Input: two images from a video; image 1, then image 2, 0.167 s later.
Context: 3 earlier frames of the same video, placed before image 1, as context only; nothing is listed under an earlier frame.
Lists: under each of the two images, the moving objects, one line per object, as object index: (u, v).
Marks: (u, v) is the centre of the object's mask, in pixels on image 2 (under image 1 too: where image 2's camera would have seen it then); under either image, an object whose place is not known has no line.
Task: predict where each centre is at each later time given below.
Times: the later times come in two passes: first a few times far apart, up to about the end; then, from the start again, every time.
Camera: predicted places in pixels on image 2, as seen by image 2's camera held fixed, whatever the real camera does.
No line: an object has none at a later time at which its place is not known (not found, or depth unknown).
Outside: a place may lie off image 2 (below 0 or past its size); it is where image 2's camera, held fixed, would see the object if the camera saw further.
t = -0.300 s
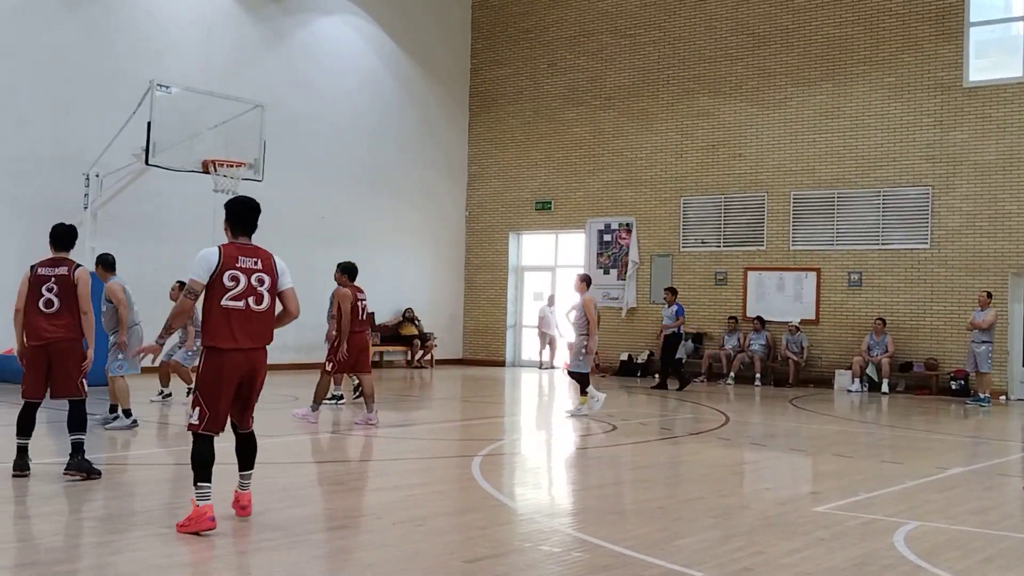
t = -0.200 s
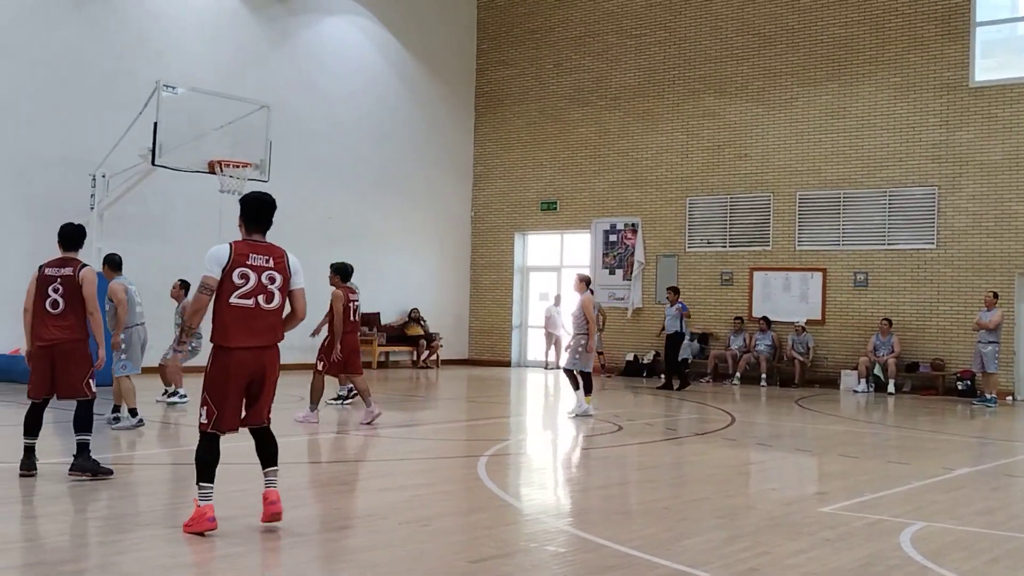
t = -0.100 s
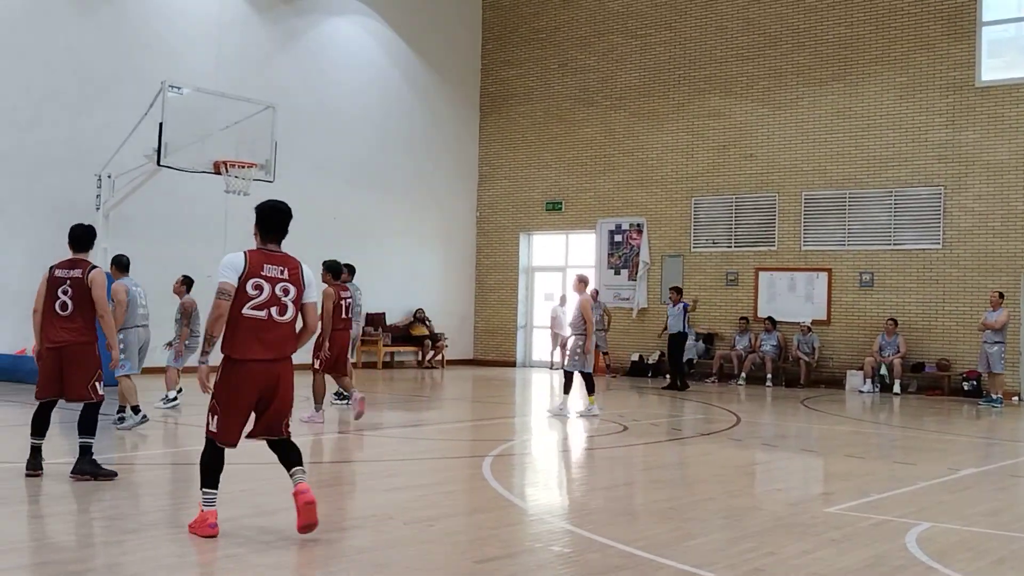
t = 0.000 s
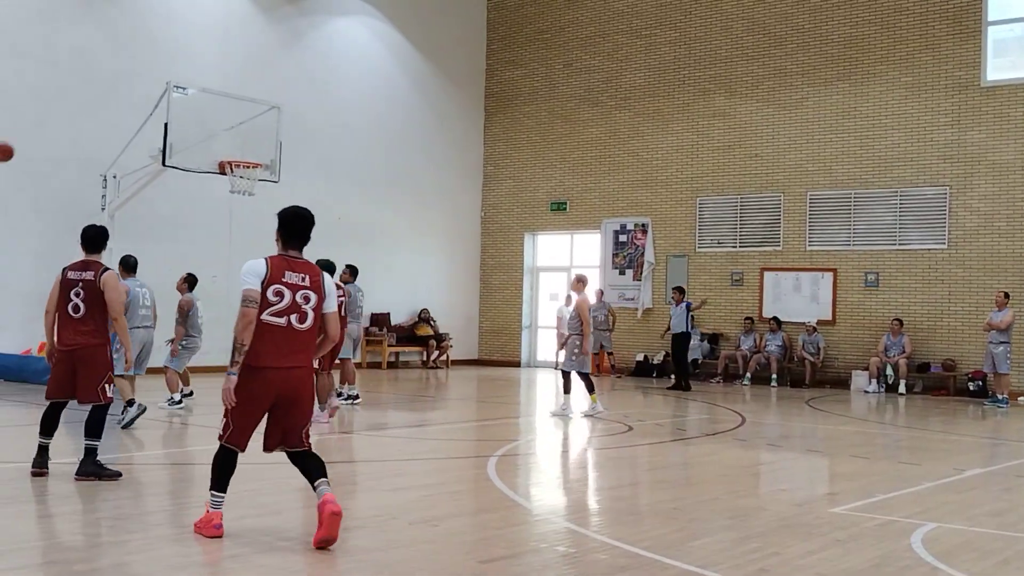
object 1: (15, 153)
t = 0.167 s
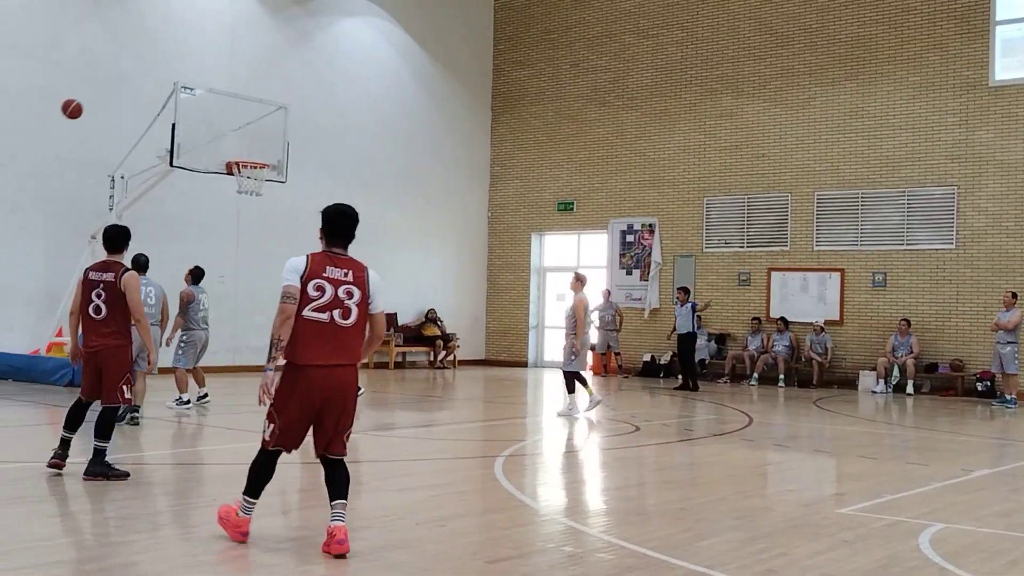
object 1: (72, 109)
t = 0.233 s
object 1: (95, 99)
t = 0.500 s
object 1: (176, 97)
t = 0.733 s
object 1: (240, 138)
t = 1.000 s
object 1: (228, 139)
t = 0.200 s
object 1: (83, 103)
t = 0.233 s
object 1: (95, 99)
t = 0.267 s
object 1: (106, 95)
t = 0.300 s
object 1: (116, 93)
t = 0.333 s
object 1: (127, 91)
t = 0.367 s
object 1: (137, 91)
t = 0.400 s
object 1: (148, 91)
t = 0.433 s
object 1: (157, 92)
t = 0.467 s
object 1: (167, 94)
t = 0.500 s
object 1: (176, 97)
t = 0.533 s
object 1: (187, 100)
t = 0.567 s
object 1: (196, 105)
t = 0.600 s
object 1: (205, 110)
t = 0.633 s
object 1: (214, 116)
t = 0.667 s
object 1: (223, 123)
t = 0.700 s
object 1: (231, 130)
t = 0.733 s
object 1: (240, 138)
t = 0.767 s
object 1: (249, 147)
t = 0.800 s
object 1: (257, 155)
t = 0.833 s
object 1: (256, 155)
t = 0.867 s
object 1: (250, 151)
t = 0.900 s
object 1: (245, 147)
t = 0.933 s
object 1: (239, 143)
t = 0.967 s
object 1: (234, 141)
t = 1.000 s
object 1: (228, 139)
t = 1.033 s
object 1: (222, 138)
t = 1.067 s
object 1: (216, 138)
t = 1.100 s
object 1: (211, 138)
